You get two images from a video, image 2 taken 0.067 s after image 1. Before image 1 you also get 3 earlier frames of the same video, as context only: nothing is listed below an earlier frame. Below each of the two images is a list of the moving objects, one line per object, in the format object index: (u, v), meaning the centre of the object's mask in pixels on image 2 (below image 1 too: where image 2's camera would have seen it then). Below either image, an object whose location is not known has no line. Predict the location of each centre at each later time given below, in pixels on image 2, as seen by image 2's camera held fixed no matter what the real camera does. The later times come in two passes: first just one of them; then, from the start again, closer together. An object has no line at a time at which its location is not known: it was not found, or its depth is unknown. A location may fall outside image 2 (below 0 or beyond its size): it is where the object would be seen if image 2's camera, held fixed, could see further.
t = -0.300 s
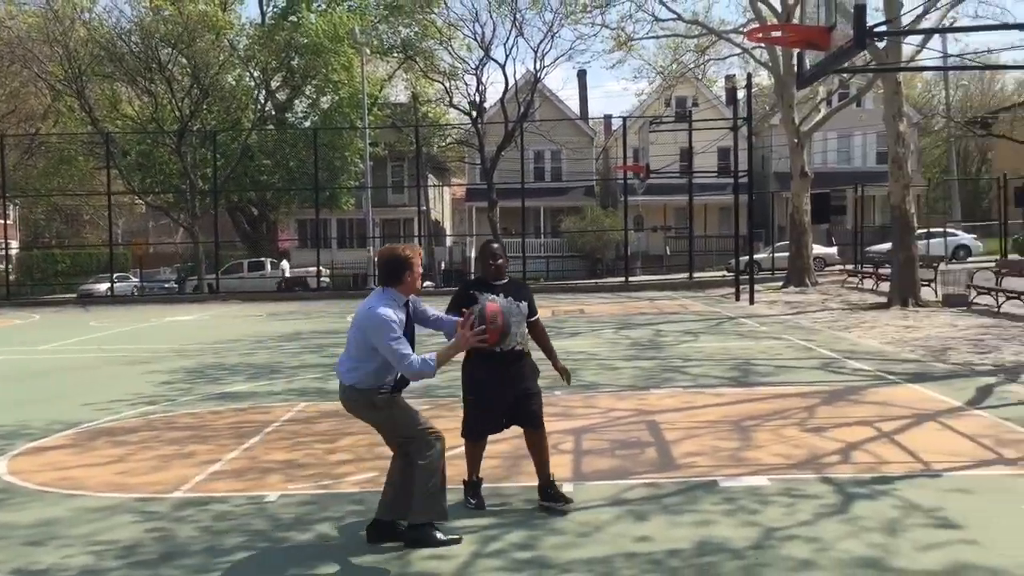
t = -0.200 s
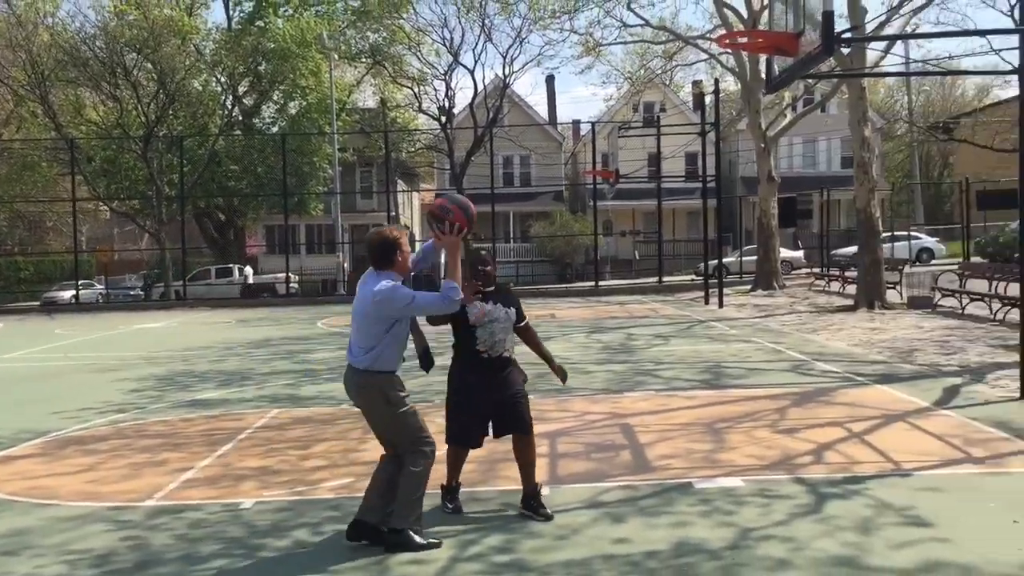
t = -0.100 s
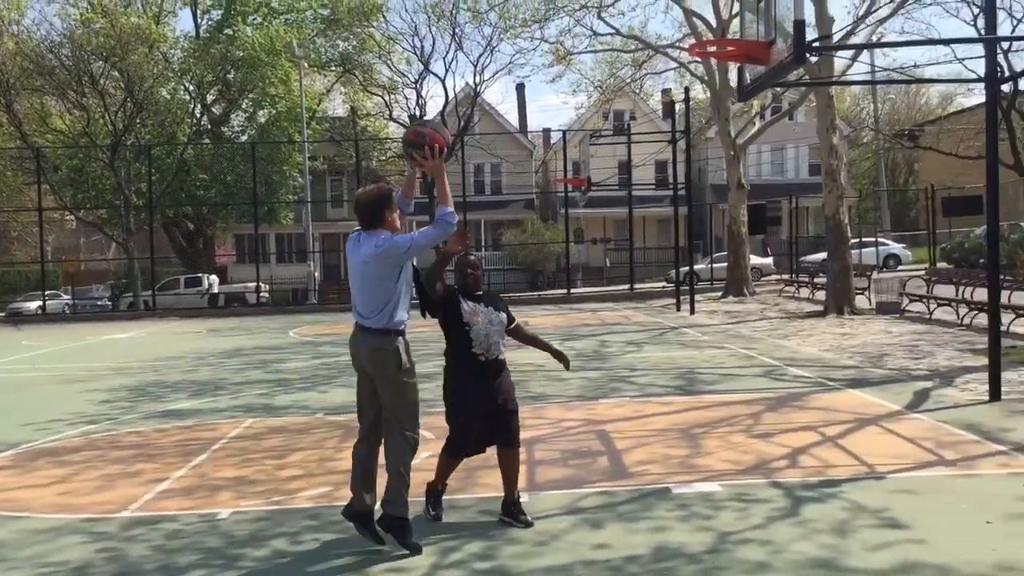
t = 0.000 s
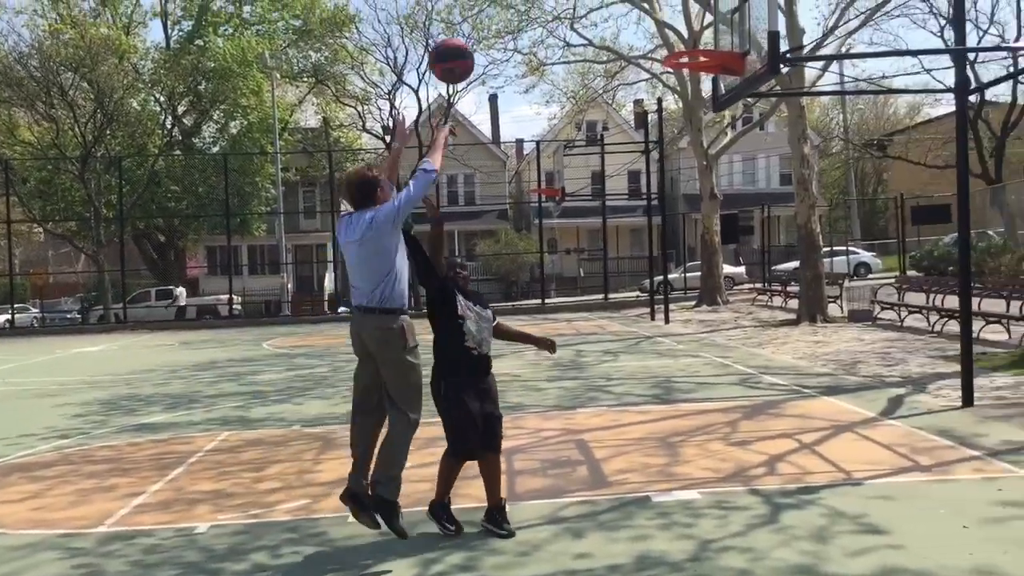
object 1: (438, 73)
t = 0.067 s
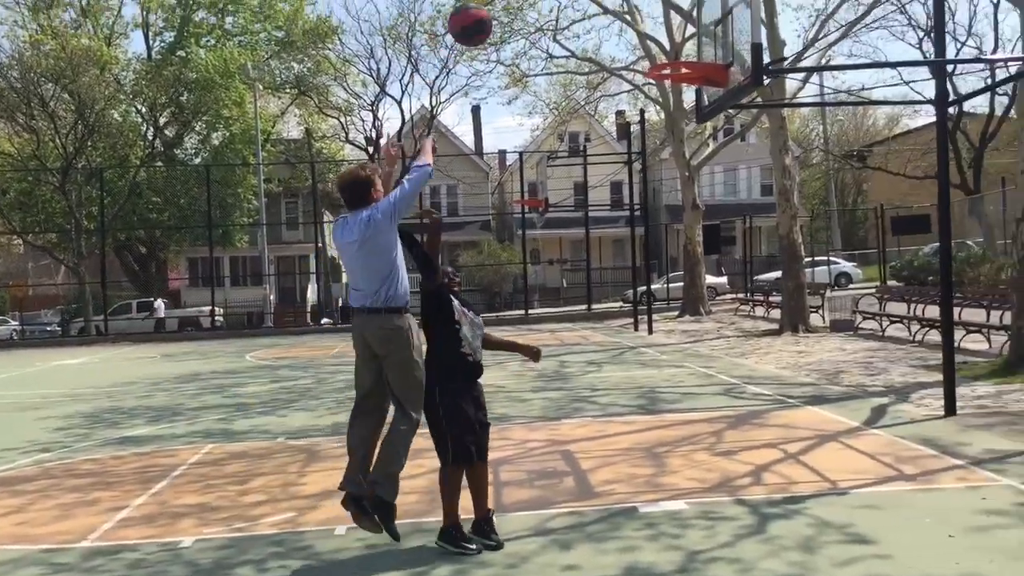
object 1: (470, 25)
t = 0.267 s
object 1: (556, -56)
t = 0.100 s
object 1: (486, 7)
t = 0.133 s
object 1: (501, -8)
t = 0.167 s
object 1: (516, -21)
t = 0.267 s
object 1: (556, -56)
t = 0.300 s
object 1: (568, -64)
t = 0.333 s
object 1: (581, -68)
